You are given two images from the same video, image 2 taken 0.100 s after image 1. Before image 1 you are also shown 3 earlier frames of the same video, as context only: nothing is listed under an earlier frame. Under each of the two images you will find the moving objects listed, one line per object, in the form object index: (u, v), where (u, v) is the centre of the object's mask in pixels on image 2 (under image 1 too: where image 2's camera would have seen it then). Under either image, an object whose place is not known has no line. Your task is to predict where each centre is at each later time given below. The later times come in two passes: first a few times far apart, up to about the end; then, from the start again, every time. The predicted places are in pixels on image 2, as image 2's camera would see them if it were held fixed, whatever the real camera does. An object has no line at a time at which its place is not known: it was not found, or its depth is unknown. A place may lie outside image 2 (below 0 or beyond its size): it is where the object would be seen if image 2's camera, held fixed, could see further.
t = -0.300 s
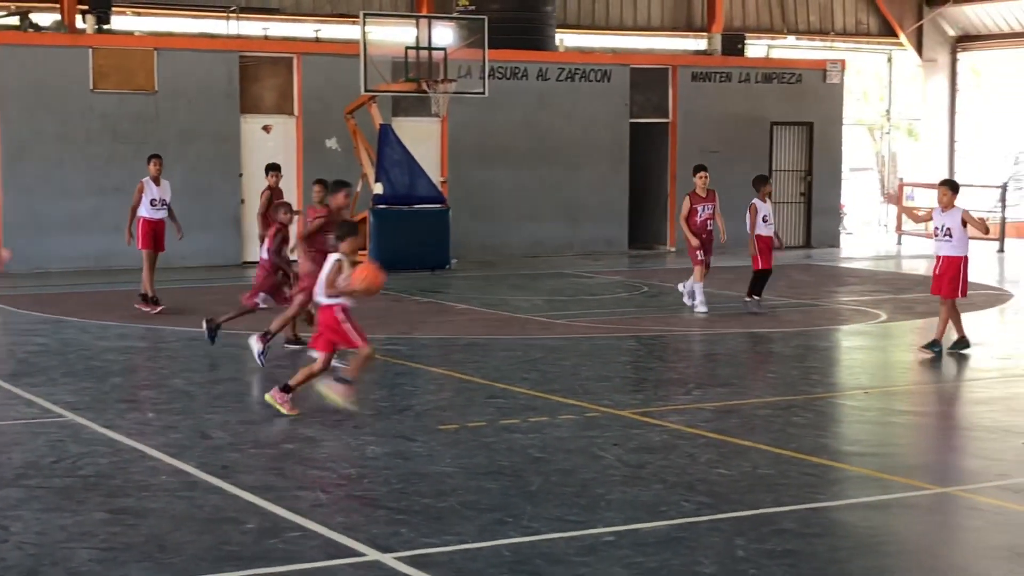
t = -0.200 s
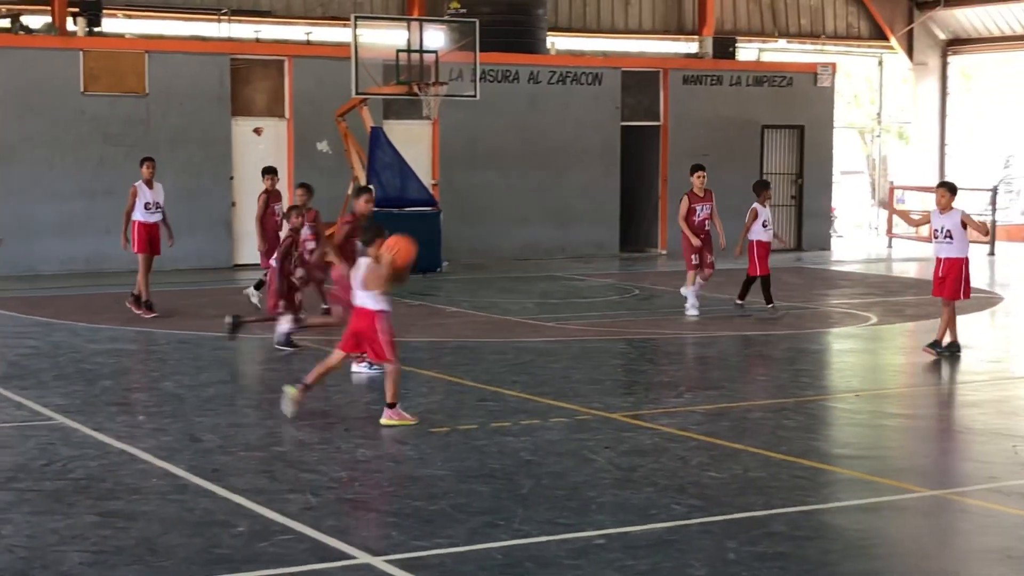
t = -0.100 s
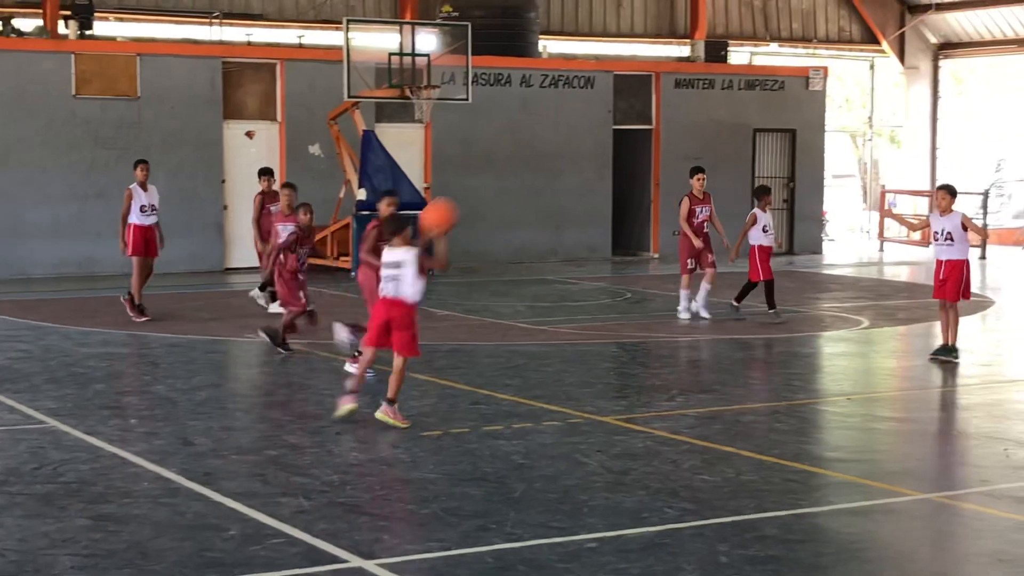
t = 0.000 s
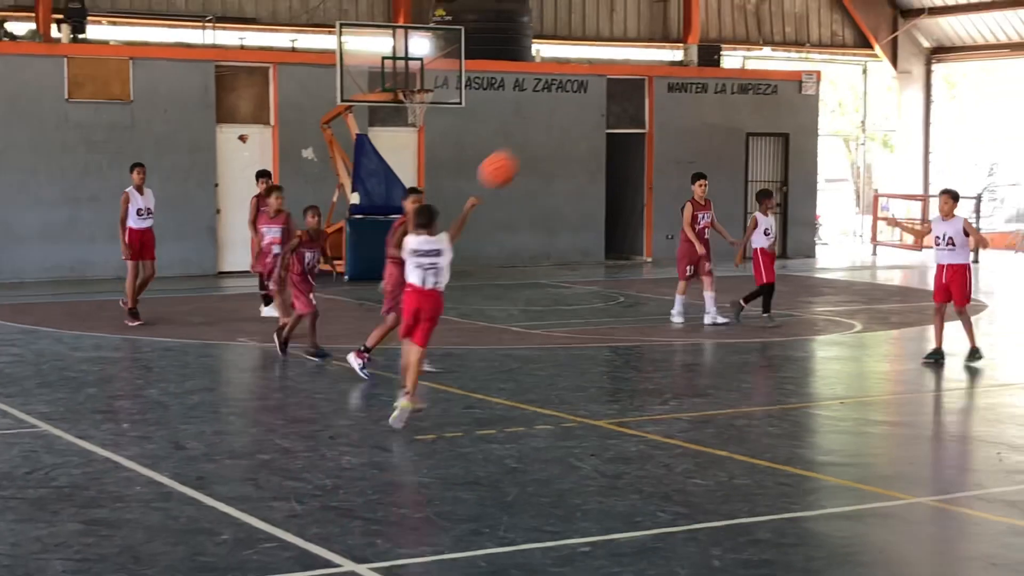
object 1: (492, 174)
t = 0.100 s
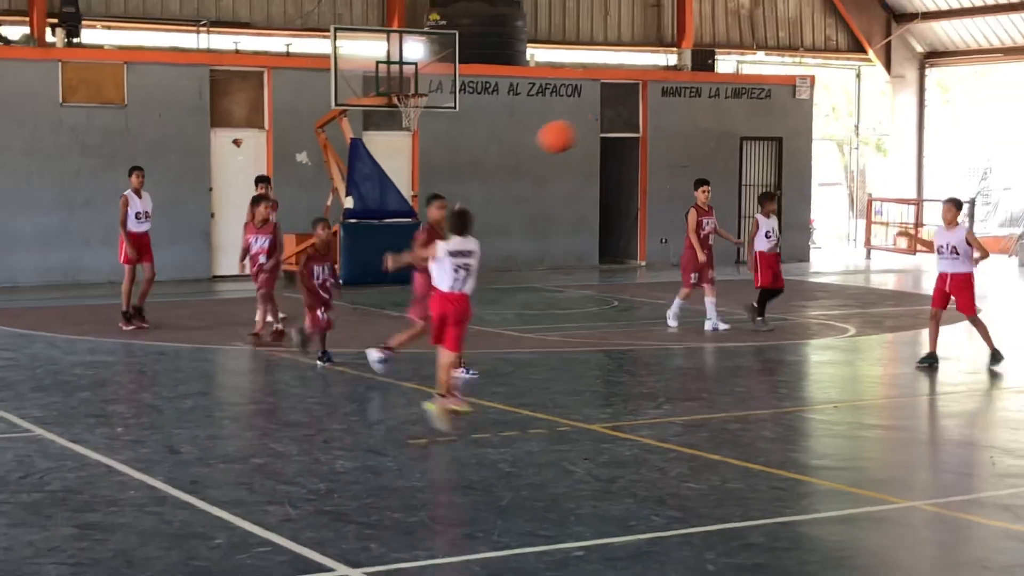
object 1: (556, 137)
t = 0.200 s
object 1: (614, 116)
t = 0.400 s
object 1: (718, 118)
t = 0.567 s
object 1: (793, 157)
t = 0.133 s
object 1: (575, 128)
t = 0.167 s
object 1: (595, 121)
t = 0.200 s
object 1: (614, 116)
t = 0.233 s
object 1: (631, 113)
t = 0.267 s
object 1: (650, 111)
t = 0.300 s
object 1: (668, 111)
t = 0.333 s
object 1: (684, 112)
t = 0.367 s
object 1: (702, 114)
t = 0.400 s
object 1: (718, 118)
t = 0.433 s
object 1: (733, 123)
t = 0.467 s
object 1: (749, 130)
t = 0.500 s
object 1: (764, 138)
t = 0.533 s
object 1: (780, 147)
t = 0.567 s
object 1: (793, 157)
